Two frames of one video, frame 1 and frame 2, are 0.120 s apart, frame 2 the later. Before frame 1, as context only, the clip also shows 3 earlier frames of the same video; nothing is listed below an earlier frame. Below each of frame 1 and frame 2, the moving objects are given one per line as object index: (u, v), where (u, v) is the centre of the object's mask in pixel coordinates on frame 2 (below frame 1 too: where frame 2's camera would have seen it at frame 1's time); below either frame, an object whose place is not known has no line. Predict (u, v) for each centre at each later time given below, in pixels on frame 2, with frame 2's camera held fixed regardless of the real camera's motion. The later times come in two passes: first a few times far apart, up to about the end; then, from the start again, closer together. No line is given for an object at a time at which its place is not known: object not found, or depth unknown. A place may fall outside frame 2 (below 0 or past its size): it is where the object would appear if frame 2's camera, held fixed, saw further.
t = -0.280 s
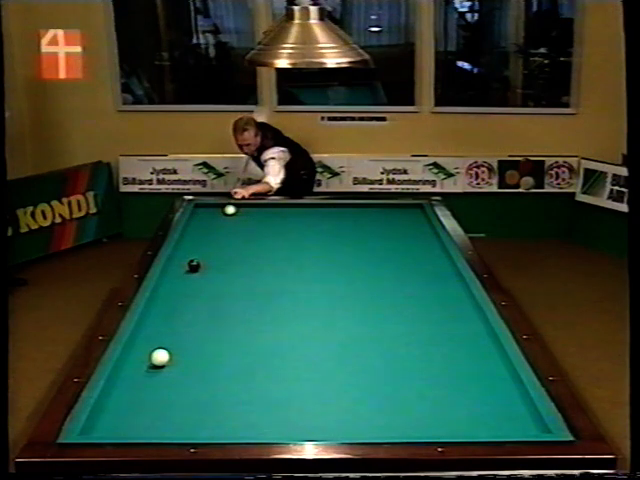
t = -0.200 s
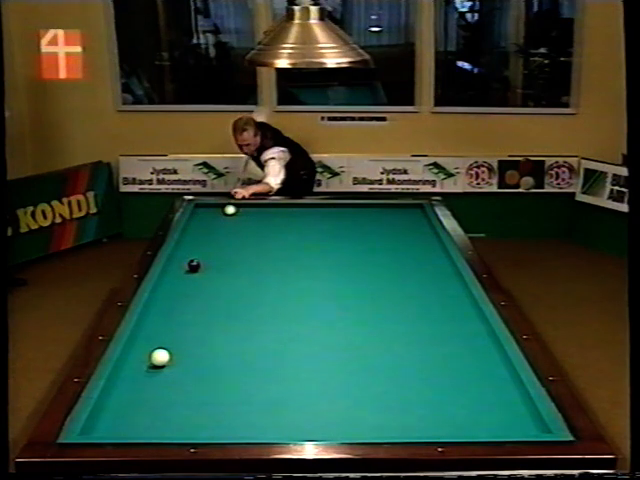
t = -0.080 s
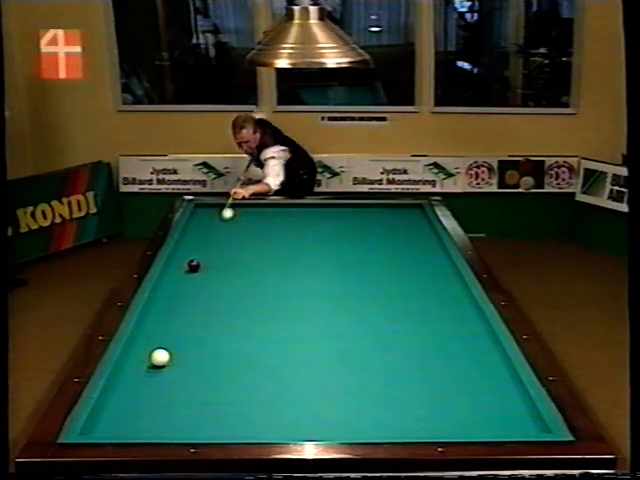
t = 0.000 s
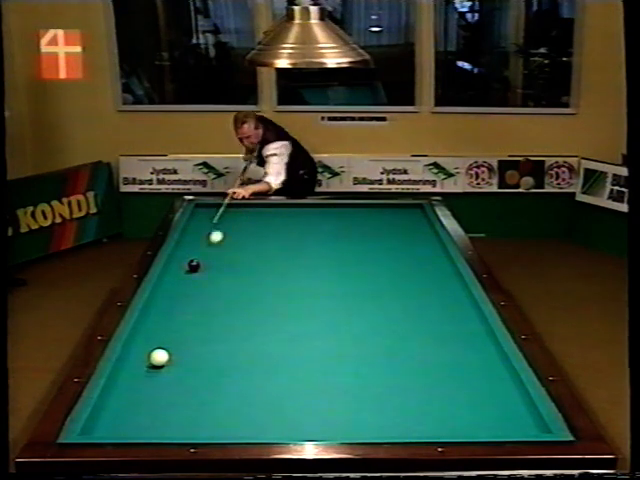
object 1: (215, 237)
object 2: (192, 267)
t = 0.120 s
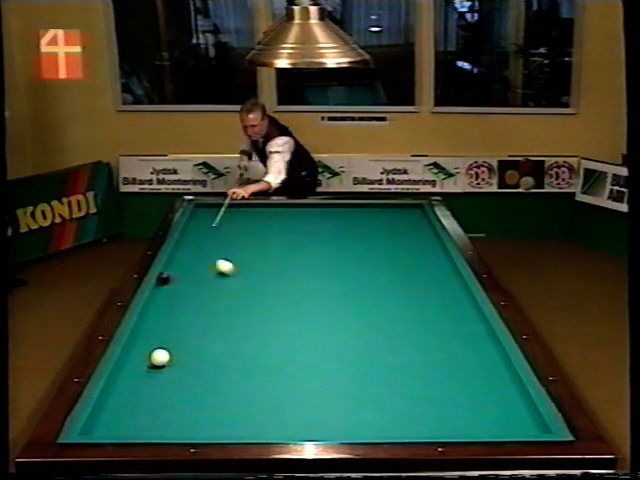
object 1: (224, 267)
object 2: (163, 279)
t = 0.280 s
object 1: (298, 291)
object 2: (220, 312)
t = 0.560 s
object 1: (436, 337)
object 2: (342, 380)
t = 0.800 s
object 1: (485, 390)
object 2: (460, 426)
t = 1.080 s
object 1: (404, 377)
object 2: (492, 404)
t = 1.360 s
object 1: (340, 361)
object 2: (416, 366)
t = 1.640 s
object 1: (286, 351)
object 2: (356, 335)
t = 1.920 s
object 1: (234, 342)
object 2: (304, 310)
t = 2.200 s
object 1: (187, 333)
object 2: (261, 288)
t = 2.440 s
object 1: (148, 326)
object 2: (228, 271)
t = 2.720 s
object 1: (166, 313)
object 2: (196, 254)
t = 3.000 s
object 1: (189, 301)
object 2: (189, 241)
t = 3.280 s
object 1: (211, 290)
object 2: (209, 231)
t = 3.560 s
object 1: (231, 280)
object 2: (226, 222)
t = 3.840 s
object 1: (249, 271)
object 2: (242, 214)
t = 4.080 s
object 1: (263, 264)
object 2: (255, 208)
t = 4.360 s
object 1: (279, 256)
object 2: (262, 208)
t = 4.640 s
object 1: (293, 248)
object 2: (267, 212)
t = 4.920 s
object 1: (307, 242)
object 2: (271, 215)
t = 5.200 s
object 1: (319, 236)
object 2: (276, 218)
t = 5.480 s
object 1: (331, 230)
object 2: (281, 221)
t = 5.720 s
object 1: (340, 226)
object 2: (285, 224)
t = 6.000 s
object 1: (349, 221)
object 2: (290, 227)
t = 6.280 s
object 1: (358, 216)
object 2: (294, 230)
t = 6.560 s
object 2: (298, 233)
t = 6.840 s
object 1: (375, 208)
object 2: (302, 236)
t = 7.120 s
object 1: (382, 205)
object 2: (306, 239)
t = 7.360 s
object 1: (395, 206)
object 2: (310, 241)
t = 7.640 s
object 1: (408, 208)
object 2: (313, 243)
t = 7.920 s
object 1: (418, 210)
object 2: (316, 247)
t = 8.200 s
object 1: (414, 212)
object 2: (320, 249)
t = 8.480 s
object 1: (410, 215)
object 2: (323, 251)
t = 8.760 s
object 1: (406, 217)
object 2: (325, 253)
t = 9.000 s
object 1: (402, 219)
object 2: (328, 254)
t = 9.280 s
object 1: (398, 222)
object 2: (330, 256)
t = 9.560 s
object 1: (395, 224)
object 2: (333, 257)
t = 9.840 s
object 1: (391, 226)
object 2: (334, 258)
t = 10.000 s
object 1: (389, 227)
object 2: (335, 259)
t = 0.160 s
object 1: (242, 273)
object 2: (174, 287)
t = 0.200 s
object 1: (260, 279)
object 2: (188, 295)
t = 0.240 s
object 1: (279, 285)
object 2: (203, 304)
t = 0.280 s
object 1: (298, 291)
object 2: (220, 312)
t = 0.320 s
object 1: (317, 297)
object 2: (235, 322)
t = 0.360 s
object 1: (337, 303)
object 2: (253, 330)
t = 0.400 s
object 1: (356, 310)
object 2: (270, 340)
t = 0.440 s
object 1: (376, 316)
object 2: (287, 350)
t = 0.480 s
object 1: (396, 323)
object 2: (305, 359)
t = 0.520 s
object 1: (417, 330)
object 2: (324, 370)
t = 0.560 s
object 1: (436, 337)
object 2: (342, 380)
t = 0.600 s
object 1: (455, 344)
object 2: (362, 390)
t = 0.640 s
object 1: (475, 352)
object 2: (380, 401)
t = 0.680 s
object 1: (496, 359)
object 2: (401, 413)
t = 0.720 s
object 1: (501, 368)
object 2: (421, 423)
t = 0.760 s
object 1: (493, 379)
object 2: (443, 429)
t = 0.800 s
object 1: (485, 390)
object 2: (460, 426)
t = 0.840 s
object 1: (477, 399)
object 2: (477, 418)
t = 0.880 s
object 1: (465, 400)
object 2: (498, 423)
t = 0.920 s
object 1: (452, 395)
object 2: (521, 428)
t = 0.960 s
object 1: (439, 389)
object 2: (536, 425)
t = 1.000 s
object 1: (427, 385)
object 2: (522, 418)
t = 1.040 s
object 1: (415, 381)
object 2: (507, 411)
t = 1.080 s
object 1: (404, 377)
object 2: (492, 404)
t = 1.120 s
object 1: (394, 374)
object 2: (479, 397)
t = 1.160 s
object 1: (384, 371)
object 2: (466, 392)
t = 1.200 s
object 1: (374, 368)
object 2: (455, 386)
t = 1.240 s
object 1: (365, 366)
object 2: (445, 381)
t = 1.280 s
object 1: (356, 364)
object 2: (435, 376)
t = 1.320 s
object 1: (348, 363)
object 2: (425, 371)
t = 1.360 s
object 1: (340, 361)
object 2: (416, 366)
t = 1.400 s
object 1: (332, 360)
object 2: (406, 361)
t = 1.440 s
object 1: (324, 358)
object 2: (398, 356)
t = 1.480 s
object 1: (316, 357)
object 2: (388, 352)
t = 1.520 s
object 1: (309, 356)
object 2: (380, 348)
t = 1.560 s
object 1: (300, 354)
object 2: (371, 344)
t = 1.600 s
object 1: (293, 352)
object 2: (363, 339)
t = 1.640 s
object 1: (286, 351)
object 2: (356, 335)
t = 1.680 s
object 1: (278, 350)
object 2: (347, 331)
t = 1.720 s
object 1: (270, 348)
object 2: (340, 328)
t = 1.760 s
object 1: (263, 347)
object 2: (332, 324)
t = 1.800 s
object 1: (255, 346)
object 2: (325, 320)
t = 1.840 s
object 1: (249, 344)
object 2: (318, 317)
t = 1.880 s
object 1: (241, 343)
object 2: (311, 313)
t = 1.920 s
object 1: (234, 342)
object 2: (304, 310)
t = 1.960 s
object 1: (227, 340)
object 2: (297, 306)
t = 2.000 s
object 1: (220, 339)
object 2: (290, 303)
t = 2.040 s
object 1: (214, 338)
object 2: (285, 300)
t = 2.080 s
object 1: (206, 336)
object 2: (278, 297)
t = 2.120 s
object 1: (200, 335)
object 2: (273, 294)
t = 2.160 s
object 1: (193, 334)
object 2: (267, 291)
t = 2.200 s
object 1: (187, 333)
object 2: (261, 288)
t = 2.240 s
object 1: (181, 331)
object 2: (254, 285)
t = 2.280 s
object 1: (174, 330)
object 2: (249, 282)
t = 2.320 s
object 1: (167, 329)
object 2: (244, 279)
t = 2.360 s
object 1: (161, 328)
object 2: (238, 277)
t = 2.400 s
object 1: (155, 327)
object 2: (234, 274)
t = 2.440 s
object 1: (148, 326)
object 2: (228, 271)
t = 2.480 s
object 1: (143, 324)
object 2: (224, 269)
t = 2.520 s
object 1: (145, 323)
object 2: (218, 266)
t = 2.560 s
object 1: (151, 321)
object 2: (214, 264)
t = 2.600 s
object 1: (155, 319)
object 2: (209, 261)
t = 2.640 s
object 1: (159, 317)
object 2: (204, 259)
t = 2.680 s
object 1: (163, 315)
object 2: (200, 257)
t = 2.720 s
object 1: (166, 313)
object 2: (196, 254)
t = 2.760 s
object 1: (169, 311)
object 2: (191, 252)
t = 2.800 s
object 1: (172, 309)
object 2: (187, 250)
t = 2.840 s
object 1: (177, 308)
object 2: (183, 248)
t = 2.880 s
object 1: (180, 306)
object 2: (179, 246)
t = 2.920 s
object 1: (184, 304)
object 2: (181, 244)
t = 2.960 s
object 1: (186, 303)
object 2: (185, 242)
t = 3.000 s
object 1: (189, 301)
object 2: (189, 241)
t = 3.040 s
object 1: (193, 299)
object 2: (193, 239)
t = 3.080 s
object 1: (196, 297)
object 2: (195, 238)
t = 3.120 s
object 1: (199, 296)
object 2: (198, 236)
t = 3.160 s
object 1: (202, 295)
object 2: (200, 235)
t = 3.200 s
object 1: (205, 293)
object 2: (203, 234)
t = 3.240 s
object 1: (208, 291)
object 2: (206, 232)
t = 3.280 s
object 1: (211, 290)
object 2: (209, 231)
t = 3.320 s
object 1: (214, 288)
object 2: (211, 230)
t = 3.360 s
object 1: (217, 287)
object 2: (213, 228)
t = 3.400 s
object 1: (220, 285)
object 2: (216, 227)
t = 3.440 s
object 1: (222, 284)
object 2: (219, 226)
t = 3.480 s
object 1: (225, 282)
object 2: (221, 225)
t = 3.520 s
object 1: (228, 281)
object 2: (224, 223)
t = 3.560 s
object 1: (231, 280)
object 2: (226, 222)
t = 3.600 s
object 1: (233, 278)
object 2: (228, 220)
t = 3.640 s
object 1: (236, 277)
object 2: (231, 220)
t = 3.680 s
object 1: (239, 276)
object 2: (233, 219)
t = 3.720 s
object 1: (242, 275)
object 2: (235, 217)
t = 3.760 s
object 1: (244, 273)
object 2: (237, 217)
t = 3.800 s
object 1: (247, 272)
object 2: (239, 216)
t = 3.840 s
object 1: (249, 271)
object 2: (242, 214)
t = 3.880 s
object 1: (251, 270)
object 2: (244, 212)
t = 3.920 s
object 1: (254, 268)
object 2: (246, 212)
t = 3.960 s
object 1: (256, 267)
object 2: (248, 211)
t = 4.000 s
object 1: (259, 266)
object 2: (250, 210)
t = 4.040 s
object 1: (261, 265)
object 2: (252, 209)
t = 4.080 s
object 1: (263, 264)
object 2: (255, 208)
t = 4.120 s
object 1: (266, 262)
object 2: (257, 207)
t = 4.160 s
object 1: (268, 261)
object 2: (258, 206)
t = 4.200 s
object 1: (270, 260)
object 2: (259, 206)
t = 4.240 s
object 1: (272, 259)
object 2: (260, 207)
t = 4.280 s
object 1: (275, 258)
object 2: (261, 207)
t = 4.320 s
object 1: (277, 257)
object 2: (261, 208)
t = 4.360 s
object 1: (279, 256)
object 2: (262, 208)
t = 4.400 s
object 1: (281, 254)
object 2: (263, 209)
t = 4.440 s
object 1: (283, 254)
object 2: (263, 210)
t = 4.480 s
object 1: (285, 253)
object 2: (264, 210)
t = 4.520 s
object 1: (287, 252)
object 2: (264, 210)
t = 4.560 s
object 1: (289, 251)
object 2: (265, 211)
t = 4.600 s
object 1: (291, 249)
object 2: (266, 211)
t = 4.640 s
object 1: (293, 248)
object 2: (267, 212)
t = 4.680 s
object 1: (295, 247)
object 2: (267, 212)
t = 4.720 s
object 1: (297, 247)
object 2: (268, 212)
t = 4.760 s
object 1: (299, 246)
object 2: (269, 213)
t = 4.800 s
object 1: (301, 245)
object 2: (270, 213)
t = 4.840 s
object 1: (303, 244)
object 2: (270, 214)
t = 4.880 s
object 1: (305, 243)
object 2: (271, 214)
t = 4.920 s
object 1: (307, 242)
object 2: (271, 215)
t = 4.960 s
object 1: (308, 241)
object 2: (272, 215)
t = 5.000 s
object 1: (310, 240)
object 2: (273, 216)
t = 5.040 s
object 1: (312, 239)
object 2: (273, 216)
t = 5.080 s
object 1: (314, 238)
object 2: (274, 216)
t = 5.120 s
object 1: (315, 237)
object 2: (275, 217)
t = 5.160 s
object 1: (317, 236)
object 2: (276, 218)
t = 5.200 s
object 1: (319, 236)
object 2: (276, 218)
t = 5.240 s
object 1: (321, 235)
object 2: (277, 218)
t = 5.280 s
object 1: (322, 234)
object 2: (278, 219)
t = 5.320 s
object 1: (324, 233)
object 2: (279, 219)
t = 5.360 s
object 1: (326, 232)
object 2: (279, 220)
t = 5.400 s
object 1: (328, 232)
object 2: (280, 221)
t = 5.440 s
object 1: (329, 231)
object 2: (280, 221)
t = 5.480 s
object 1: (331, 230)
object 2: (281, 221)
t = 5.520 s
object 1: (332, 229)
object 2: (282, 222)
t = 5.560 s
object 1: (333, 229)
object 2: (283, 222)
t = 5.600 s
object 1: (335, 228)
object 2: (283, 223)
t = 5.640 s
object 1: (337, 227)
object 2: (284, 223)
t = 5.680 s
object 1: (338, 226)
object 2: (284, 223)
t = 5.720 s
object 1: (340, 226)
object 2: (285, 224)
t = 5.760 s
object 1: (341, 225)
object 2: (286, 224)
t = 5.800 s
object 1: (342, 224)
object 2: (286, 225)
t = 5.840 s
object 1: (344, 223)
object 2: (287, 225)
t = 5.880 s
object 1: (345, 223)
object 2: (287, 226)
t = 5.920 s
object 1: (346, 222)
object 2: (288, 226)
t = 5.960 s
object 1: (348, 221)
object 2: (288, 227)
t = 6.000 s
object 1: (349, 221)
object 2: (290, 227)
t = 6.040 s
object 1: (350, 220)
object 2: (290, 227)
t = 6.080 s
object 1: (352, 219)
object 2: (291, 228)
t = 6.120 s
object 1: (353, 219)
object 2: (291, 228)
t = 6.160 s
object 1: (354, 218)
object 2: (292, 229)
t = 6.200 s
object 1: (356, 218)
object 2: (293, 229)
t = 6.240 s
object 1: (357, 217)
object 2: (293, 230)
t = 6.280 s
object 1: (358, 216)
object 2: (294, 230)
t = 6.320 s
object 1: (359, 216)
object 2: (295, 230)
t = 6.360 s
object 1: (361, 215)
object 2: (295, 231)
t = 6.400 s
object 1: (362, 215)
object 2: (296, 232)
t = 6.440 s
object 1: (363, 214)
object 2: (296, 232)
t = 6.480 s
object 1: (364, 214)
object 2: (297, 232)
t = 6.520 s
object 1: (366, 213)
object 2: (297, 232)
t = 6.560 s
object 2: (298, 233)
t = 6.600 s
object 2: (299, 234)
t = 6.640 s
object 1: (369, 211)
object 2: (299, 234)
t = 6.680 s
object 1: (371, 210)
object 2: (300, 234)
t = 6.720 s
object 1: (372, 210)
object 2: (301, 235)
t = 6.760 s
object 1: (373, 210)
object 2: (301, 235)
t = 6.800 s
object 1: (374, 209)
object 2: (302, 236)
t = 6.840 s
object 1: (375, 208)
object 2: (302, 236)
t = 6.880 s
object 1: (376, 208)
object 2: (303, 236)
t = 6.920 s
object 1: (377, 207)
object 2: (304, 236)
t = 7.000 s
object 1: (379, 206)
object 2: (304, 237)
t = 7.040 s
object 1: (380, 206)
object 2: (305, 238)
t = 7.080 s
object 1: (381, 205)
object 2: (305, 238)
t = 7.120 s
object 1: (382, 205)
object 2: (306, 239)
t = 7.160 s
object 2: (307, 239)
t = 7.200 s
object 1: (386, 205)
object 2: (307, 240)
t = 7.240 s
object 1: (389, 206)
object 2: (308, 240)
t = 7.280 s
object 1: (391, 206)
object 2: (309, 240)
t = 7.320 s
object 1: (393, 206)
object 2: (309, 241)
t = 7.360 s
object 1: (395, 206)
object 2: (310, 241)
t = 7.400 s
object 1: (396, 206)
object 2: (310, 242)
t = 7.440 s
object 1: (399, 207)
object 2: (311, 242)
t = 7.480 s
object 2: (311, 242)
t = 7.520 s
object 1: (403, 207)
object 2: (312, 243)
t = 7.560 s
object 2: (312, 243)
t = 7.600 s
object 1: (407, 208)
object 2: (313, 243)
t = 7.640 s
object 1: (408, 208)
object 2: (313, 243)
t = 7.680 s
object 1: (410, 208)
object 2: (314, 244)
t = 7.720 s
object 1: (412, 208)
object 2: (314, 244)
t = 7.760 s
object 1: (414, 208)
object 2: (314, 245)
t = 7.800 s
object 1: (416, 209)
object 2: (315, 245)
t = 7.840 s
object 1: (418, 209)
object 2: (316, 246)
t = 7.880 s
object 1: (419, 209)
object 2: (316, 246)
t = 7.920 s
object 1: (418, 210)
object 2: (316, 247)
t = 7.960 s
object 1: (418, 210)
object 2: (317, 247)
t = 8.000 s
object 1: (417, 210)
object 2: (317, 247)
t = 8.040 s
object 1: (417, 211)
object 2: (318, 247)
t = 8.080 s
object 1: (416, 211)
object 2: (318, 248)
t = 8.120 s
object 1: (415, 211)
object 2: (319, 248)
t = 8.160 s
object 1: (416, 212)
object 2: (320, 248)
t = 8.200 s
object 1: (414, 212)
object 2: (320, 249)
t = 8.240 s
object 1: (414, 213)
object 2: (320, 249)
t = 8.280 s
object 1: (413, 213)
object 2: (320, 249)
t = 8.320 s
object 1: (412, 213)
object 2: (321, 250)
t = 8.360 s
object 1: (412, 214)
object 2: (322, 250)
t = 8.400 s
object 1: (411, 214)
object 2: (322, 250)
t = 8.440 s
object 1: (411, 215)
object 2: (322, 250)
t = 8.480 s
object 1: (410, 215)
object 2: (323, 251)
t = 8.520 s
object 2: (323, 251)
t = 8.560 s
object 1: (409, 216)
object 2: (324, 251)
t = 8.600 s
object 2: (324, 251)
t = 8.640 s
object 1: (408, 217)
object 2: (325, 252)
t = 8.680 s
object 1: (408, 217)
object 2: (325, 252)
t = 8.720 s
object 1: (407, 217)
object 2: (326, 252)
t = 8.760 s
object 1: (406, 217)
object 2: (325, 253)
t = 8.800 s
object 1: (406, 218)
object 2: (327, 253)
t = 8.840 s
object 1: (405, 218)
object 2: (327, 253)
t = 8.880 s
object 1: (404, 218)
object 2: (327, 253)
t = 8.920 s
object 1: (404, 219)
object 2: (327, 254)
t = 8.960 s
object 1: (403, 219)
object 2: (328, 254)
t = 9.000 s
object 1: (402, 219)
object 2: (328, 254)
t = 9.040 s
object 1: (402, 220)
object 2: (328, 254)
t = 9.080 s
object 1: (402, 220)
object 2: (328, 255)
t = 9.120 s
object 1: (401, 220)
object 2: (329, 255)
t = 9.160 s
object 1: (400, 221)
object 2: (329, 255)
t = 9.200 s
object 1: (400, 221)
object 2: (330, 255)
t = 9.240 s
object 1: (399, 222)
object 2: (330, 255)
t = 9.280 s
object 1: (398, 222)
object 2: (330, 256)
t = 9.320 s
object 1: (398, 222)
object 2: (331, 256)
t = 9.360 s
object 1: (398, 223)
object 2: (331, 256)
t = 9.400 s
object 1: (397, 223)
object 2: (331, 256)
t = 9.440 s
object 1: (396, 223)
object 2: (332, 256)
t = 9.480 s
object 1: (396, 223)
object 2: (332, 256)
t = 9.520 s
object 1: (396, 224)
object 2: (332, 257)
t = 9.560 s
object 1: (395, 224)
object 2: (333, 257)
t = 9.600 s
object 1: (394, 224)
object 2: (333, 257)
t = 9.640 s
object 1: (394, 225)
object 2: (333, 257)
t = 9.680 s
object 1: (393, 225)
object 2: (334, 258)
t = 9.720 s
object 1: (392, 225)
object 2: (334, 258)
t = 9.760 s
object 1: (392, 225)
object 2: (334, 258)
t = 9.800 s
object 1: (392, 226)
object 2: (334, 258)
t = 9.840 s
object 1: (391, 226)
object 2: (334, 258)
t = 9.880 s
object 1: (391, 226)
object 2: (335, 258)
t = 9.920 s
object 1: (390, 227)
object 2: (335, 258)
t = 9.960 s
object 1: (389, 227)
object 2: (335, 259)
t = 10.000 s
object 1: (389, 227)
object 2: (335, 259)
